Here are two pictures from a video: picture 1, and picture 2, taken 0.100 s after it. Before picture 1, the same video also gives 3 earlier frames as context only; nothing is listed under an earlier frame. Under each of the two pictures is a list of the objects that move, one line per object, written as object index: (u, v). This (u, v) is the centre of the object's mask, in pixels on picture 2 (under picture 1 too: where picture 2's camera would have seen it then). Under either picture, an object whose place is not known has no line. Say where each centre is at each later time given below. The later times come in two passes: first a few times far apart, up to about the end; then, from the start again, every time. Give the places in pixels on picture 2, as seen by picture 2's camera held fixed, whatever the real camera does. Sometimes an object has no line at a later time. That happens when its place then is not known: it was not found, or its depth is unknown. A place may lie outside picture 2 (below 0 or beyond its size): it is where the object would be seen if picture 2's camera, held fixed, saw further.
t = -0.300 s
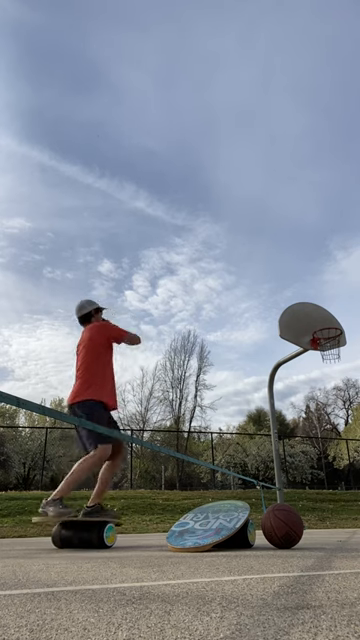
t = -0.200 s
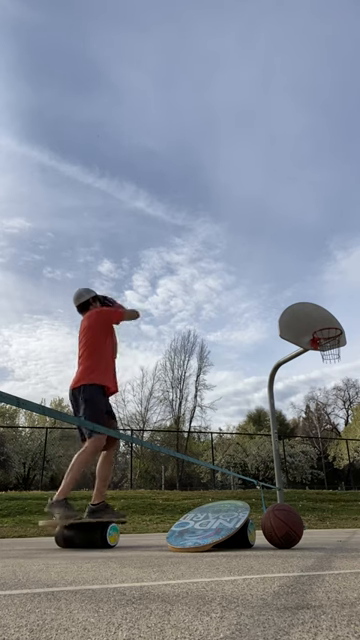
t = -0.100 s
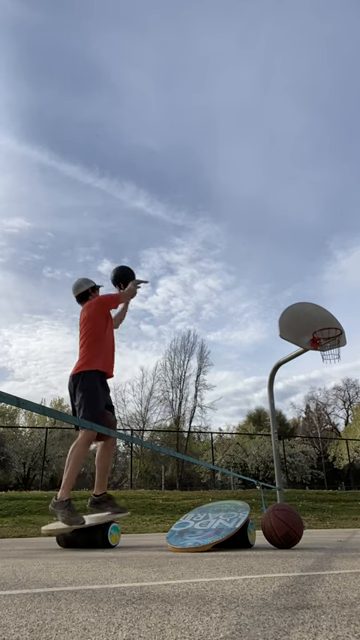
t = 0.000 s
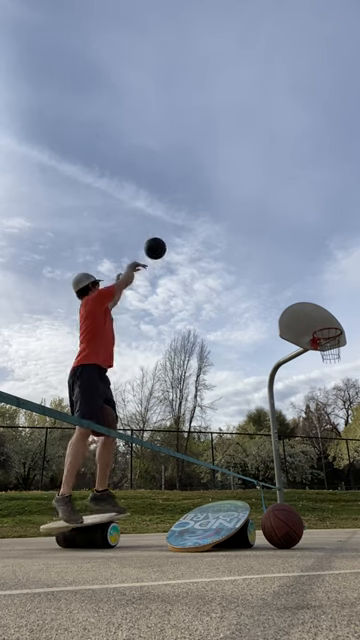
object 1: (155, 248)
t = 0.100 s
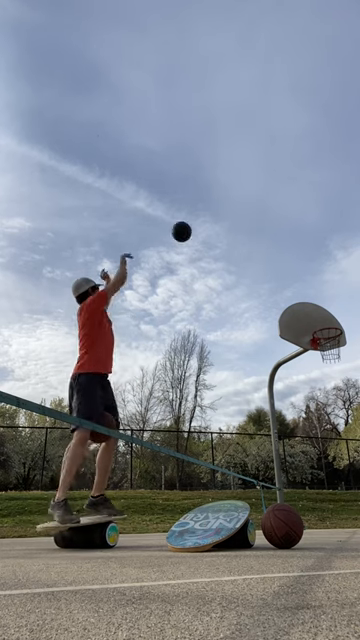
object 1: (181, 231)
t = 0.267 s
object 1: (214, 223)
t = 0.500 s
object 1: (255, 236)
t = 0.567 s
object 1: (271, 250)
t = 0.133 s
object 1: (189, 228)
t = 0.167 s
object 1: (193, 226)
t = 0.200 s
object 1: (200, 225)
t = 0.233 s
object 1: (211, 223)
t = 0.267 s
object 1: (214, 223)
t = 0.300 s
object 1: (220, 223)
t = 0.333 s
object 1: (229, 224)
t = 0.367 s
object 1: (232, 225)
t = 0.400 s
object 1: (238, 227)
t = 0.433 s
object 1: (250, 233)
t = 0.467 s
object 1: (252, 234)
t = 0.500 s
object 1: (255, 236)
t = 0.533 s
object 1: (260, 240)
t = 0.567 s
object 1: (271, 250)
